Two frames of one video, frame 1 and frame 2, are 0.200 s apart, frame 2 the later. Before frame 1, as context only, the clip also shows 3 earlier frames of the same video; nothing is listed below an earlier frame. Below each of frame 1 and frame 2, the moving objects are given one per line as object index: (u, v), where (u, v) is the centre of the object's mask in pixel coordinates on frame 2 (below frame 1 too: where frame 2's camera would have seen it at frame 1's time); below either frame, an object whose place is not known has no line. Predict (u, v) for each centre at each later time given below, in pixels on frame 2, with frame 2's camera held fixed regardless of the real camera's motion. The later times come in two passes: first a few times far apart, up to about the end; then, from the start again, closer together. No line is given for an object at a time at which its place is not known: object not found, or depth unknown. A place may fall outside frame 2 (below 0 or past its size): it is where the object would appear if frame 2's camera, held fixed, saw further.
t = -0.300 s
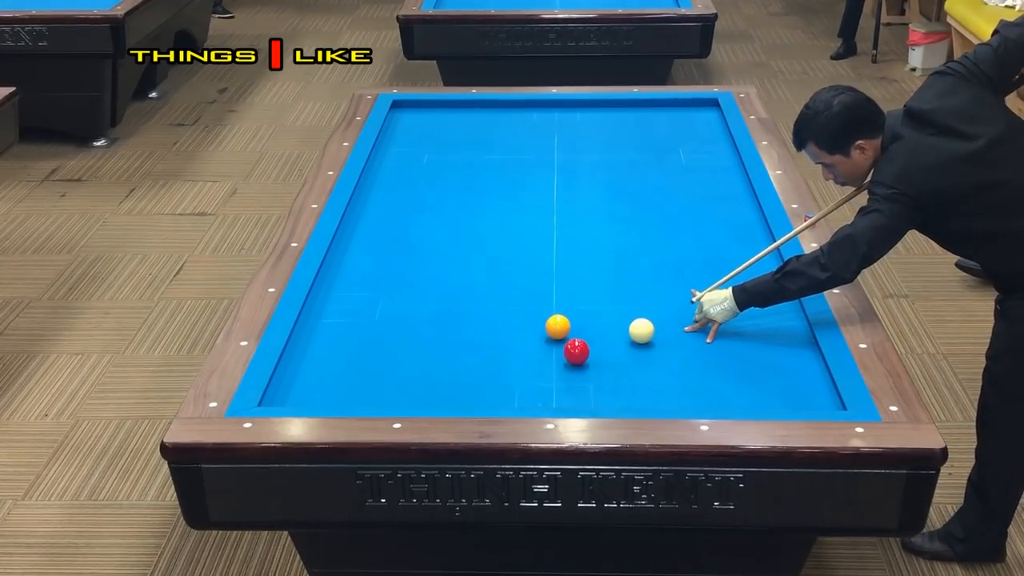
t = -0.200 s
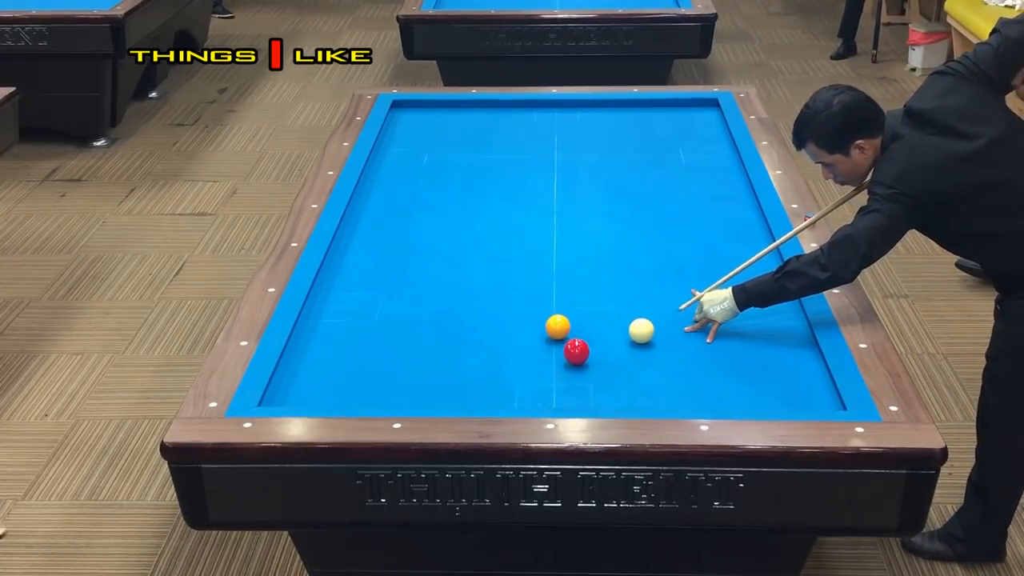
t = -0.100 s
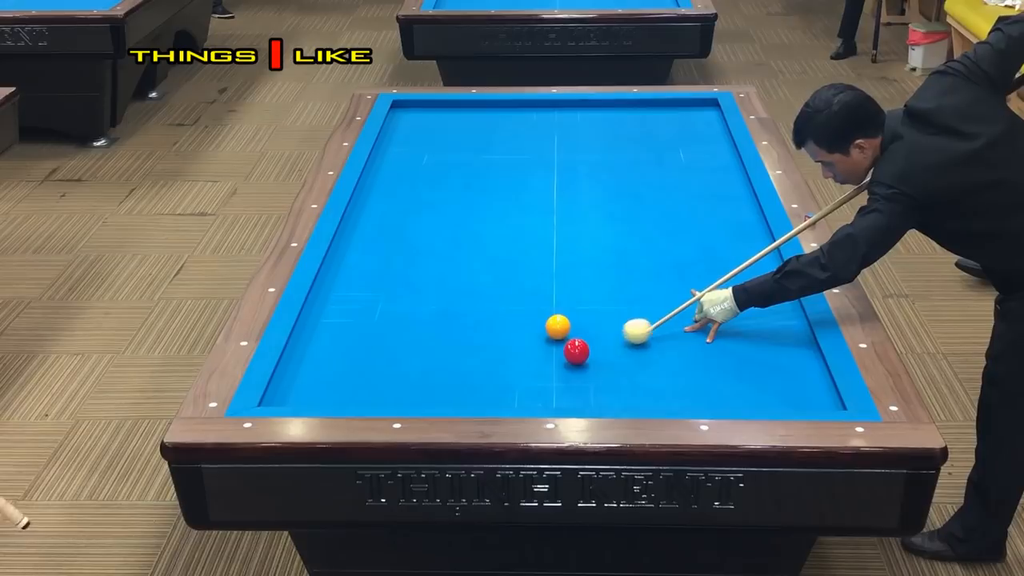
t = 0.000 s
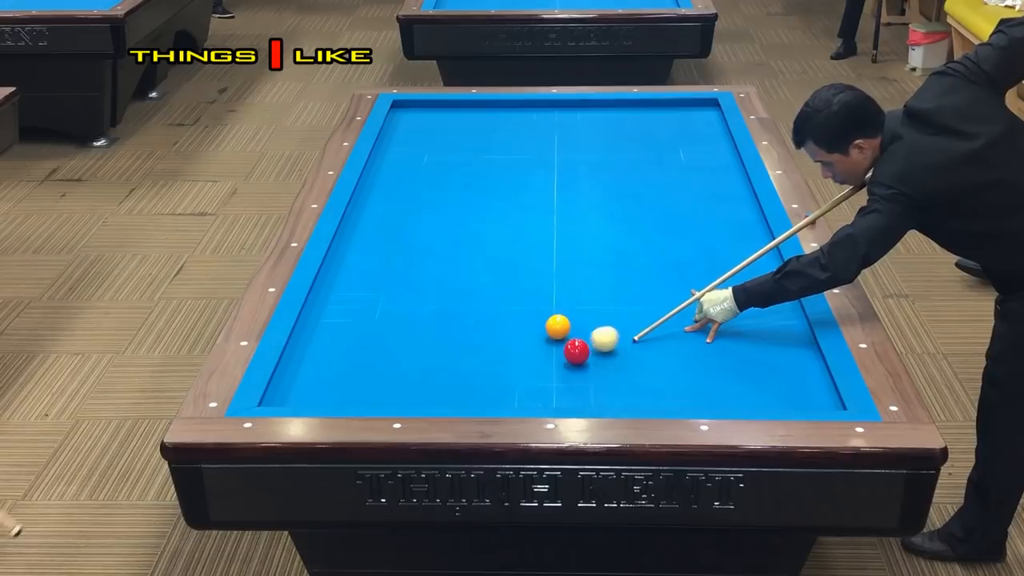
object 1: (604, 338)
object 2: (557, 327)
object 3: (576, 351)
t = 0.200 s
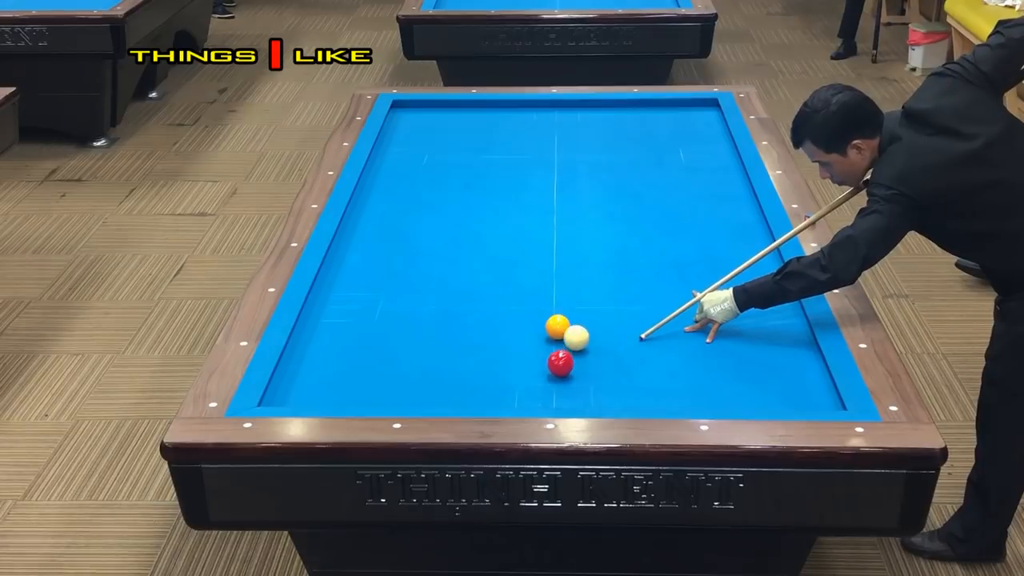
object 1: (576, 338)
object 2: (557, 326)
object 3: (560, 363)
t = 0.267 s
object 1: (571, 336)
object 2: (555, 325)
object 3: (554, 368)
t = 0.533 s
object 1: (563, 335)
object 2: (546, 320)
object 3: (526, 388)
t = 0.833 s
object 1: (555, 334)
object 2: (535, 316)
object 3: (499, 397)
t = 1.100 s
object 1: (550, 334)
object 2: (526, 312)
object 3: (484, 389)
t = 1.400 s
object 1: (546, 334)
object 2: (518, 307)
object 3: (469, 378)
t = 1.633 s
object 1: (544, 334)
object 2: (512, 305)
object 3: (458, 370)
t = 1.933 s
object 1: (543, 333)
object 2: (506, 302)
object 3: (445, 360)
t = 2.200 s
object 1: (543, 333)
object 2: (501, 300)
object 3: (435, 353)
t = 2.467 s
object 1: (543, 333)
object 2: (498, 298)
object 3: (426, 347)
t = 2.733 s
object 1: (543, 333)
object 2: (495, 297)
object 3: (418, 341)
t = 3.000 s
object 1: (543, 333)
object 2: (493, 297)
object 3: (411, 335)
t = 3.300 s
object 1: (543, 333)
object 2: (492, 296)
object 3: (403, 330)
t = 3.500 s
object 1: (543, 333)
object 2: (492, 297)
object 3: (399, 327)
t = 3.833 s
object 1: (543, 333)
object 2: (492, 297)
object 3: (394, 323)
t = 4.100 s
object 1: (543, 333)
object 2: (492, 296)
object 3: (390, 320)
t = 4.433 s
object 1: (543, 333)
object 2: (492, 297)
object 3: (386, 317)
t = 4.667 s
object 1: (543, 333)
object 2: (492, 296)
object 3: (385, 316)
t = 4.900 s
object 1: (543, 333)
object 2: (492, 297)
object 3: (383, 315)
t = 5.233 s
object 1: (543, 333)
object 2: (492, 296)
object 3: (382, 313)
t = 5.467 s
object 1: (543, 333)
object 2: (492, 297)
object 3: (382, 313)
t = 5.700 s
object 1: (543, 333)
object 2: (492, 297)
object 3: (383, 313)
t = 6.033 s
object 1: (543, 333)
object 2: (492, 296)
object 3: (383, 313)
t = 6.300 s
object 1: (542, 335)
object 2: (491, 298)
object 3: (383, 313)
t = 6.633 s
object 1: (543, 333)
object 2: (492, 297)
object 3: (383, 313)
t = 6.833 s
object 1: (543, 333)
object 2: (492, 296)
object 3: (383, 313)
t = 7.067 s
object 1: (543, 333)
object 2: (492, 296)
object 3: (383, 313)
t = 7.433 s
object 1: (543, 333)
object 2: (492, 297)
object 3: (383, 313)
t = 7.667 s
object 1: (543, 333)
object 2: (492, 297)
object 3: (383, 313)
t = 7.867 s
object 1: (543, 333)
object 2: (492, 297)
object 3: (383, 313)
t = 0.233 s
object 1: (573, 336)
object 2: (556, 325)
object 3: (557, 365)
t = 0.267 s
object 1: (571, 336)
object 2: (555, 325)
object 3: (554, 368)
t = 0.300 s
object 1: (570, 336)
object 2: (554, 324)
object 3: (550, 370)
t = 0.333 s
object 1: (569, 336)
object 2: (553, 324)
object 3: (547, 373)
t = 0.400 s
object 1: (567, 336)
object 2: (550, 323)
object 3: (540, 378)
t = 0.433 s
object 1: (566, 335)
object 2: (549, 322)
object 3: (537, 380)
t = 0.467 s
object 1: (565, 335)
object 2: (548, 321)
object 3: (533, 383)
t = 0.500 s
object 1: (564, 335)
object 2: (547, 321)
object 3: (530, 385)
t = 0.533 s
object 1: (563, 335)
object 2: (546, 320)
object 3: (526, 388)
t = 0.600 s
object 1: (561, 335)
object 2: (543, 319)
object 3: (519, 392)
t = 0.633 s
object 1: (560, 335)
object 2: (542, 319)
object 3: (516, 395)
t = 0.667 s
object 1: (559, 335)
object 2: (541, 318)
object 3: (512, 396)
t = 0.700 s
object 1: (558, 335)
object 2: (540, 318)
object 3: (509, 397)
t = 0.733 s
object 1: (558, 335)
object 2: (539, 317)
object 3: (505, 399)
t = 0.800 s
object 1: (556, 335)
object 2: (537, 316)
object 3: (501, 398)
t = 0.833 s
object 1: (555, 334)
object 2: (535, 316)
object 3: (499, 397)
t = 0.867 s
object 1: (555, 334)
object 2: (534, 315)
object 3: (497, 396)
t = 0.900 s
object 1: (554, 334)
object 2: (533, 315)
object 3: (495, 396)
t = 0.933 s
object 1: (553, 334)
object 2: (532, 314)
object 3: (493, 395)
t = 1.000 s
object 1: (552, 334)
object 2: (530, 313)
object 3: (489, 393)
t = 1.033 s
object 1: (551, 334)
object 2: (528, 312)
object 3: (488, 392)
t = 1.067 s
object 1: (551, 334)
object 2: (527, 312)
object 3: (486, 391)
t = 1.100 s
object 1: (550, 334)
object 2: (526, 312)
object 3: (484, 389)
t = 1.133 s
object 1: (549, 334)
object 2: (525, 311)
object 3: (482, 388)
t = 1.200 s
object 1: (548, 334)
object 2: (523, 310)
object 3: (479, 385)
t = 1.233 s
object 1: (548, 334)
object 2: (522, 310)
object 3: (477, 384)
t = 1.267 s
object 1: (548, 334)
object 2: (522, 309)
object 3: (475, 383)
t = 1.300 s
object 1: (547, 334)
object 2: (521, 309)
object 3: (474, 381)
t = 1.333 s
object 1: (547, 334)
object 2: (520, 308)
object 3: (472, 380)
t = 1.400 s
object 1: (546, 334)
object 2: (518, 307)
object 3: (469, 378)
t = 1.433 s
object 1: (546, 334)
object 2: (517, 307)
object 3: (467, 376)
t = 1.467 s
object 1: (545, 334)
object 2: (516, 307)
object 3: (466, 375)
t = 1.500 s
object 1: (545, 334)
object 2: (515, 306)
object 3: (464, 374)
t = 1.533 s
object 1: (545, 334)
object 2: (515, 306)
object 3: (462, 373)
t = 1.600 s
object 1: (544, 334)
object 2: (513, 305)
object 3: (460, 371)
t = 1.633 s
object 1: (544, 334)
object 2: (512, 305)
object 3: (458, 370)
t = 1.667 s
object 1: (544, 334)
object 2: (512, 304)
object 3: (457, 369)
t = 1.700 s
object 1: (544, 334)
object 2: (511, 304)
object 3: (455, 367)
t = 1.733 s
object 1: (544, 334)
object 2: (510, 304)
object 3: (454, 367)
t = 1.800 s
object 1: (543, 334)
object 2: (508, 303)
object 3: (451, 364)
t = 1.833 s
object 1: (543, 334)
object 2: (508, 303)
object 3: (449, 363)
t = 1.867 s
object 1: (543, 334)
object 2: (507, 302)
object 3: (448, 362)
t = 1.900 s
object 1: (543, 333)
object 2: (507, 302)
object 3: (447, 361)
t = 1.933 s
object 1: (543, 333)
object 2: (506, 302)
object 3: (445, 360)
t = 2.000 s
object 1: (543, 333)
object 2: (505, 301)
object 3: (443, 359)
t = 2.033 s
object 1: (543, 333)
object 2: (504, 301)
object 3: (441, 358)
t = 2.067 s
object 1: (543, 333)
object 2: (504, 301)
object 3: (440, 357)
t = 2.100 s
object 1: (543, 333)
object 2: (503, 301)
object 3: (439, 356)
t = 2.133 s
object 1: (543, 333)
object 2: (502, 300)
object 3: (438, 355)
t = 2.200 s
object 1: (543, 333)
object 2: (501, 300)
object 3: (435, 353)
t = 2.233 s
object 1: (543, 333)
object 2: (501, 300)
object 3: (434, 352)
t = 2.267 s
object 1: (543, 333)
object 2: (500, 299)
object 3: (433, 352)
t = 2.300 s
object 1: (543, 333)
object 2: (500, 299)
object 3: (432, 351)
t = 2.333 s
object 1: (543, 333)
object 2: (500, 299)
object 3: (431, 350)
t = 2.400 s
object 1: (543, 333)
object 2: (499, 299)
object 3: (428, 348)
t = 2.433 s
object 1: (543, 333)
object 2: (498, 298)
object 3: (427, 347)
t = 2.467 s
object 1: (543, 333)
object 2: (498, 298)
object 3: (426, 347)
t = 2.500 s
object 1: (543, 333)
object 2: (498, 298)
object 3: (425, 346)
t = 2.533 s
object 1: (543, 333)
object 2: (497, 298)
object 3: (424, 345)
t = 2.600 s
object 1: (543, 333)
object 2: (496, 298)
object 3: (422, 344)
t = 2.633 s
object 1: (543, 333)
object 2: (496, 298)
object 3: (421, 343)
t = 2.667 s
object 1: (543, 333)
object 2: (495, 297)
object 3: (420, 342)
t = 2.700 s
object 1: (543, 333)
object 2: (495, 297)
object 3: (419, 341)
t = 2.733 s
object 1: (543, 333)
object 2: (495, 297)
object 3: (418, 341)
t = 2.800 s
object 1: (543, 333)
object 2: (494, 297)
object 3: (416, 339)
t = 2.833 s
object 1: (543, 333)
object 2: (494, 297)
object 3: (415, 339)
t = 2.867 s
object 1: (543, 333)
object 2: (494, 297)
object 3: (414, 338)
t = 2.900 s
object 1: (543, 333)
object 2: (493, 297)
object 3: (413, 338)
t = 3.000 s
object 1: (543, 333)
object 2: (493, 297)
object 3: (411, 335)
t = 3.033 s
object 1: (543, 333)
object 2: (493, 297)
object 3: (410, 335)
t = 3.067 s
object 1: (543, 333)
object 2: (493, 296)
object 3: (409, 334)
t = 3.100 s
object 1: (543, 333)
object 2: (493, 296)
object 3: (408, 334)
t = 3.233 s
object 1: (543, 333)
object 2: (492, 296)
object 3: (405, 332)
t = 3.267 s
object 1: (543, 333)
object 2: (492, 296)
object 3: (404, 331)
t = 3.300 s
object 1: (543, 333)
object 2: (492, 296)
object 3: (403, 330)
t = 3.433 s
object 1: (543, 333)
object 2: (492, 296)
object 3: (401, 328)
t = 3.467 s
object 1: (543, 333)
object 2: (492, 296)
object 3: (400, 328)
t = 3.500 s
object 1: (543, 333)
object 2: (492, 297)
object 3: (399, 327)
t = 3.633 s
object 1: (543, 333)
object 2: (492, 296)
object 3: (397, 325)
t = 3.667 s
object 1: (543, 333)
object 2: (492, 296)
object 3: (396, 325)
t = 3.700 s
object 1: (543, 333)
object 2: (492, 296)
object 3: (396, 325)
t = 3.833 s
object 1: (543, 333)
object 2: (492, 297)
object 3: (394, 323)
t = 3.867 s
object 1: (543, 333)
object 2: (492, 296)
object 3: (393, 322)
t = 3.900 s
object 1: (543, 333)
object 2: (492, 297)
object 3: (393, 322)
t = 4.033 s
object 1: (543, 333)
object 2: (492, 296)
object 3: (391, 321)
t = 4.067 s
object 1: (543, 333)
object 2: (492, 296)
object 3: (390, 320)
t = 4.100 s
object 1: (543, 333)
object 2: (492, 296)
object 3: (390, 320)
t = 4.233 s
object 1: (543, 333)
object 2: (492, 296)
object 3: (388, 319)
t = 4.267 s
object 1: (543, 333)
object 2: (492, 297)
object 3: (388, 319)
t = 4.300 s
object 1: (543, 333)
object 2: (492, 296)
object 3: (387, 318)
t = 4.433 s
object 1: (543, 333)
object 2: (492, 297)
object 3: (386, 317)
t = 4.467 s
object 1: (543, 333)
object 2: (492, 297)
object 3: (386, 317)
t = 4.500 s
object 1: (543, 333)
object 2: (492, 297)
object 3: (386, 317)
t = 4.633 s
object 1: (543, 333)
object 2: (492, 297)
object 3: (385, 316)
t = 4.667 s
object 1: (543, 333)
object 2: (492, 296)
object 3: (385, 316)
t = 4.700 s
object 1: (543, 333)
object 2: (492, 297)
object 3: (384, 315)
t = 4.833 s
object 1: (543, 333)
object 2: (492, 297)
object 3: (384, 315)
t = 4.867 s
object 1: (543, 333)
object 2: (492, 297)
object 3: (383, 315)
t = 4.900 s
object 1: (543, 333)
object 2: (492, 297)
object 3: (383, 315)
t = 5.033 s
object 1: (543, 333)
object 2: (492, 296)
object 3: (383, 314)
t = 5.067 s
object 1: (543, 333)
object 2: (492, 296)
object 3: (383, 314)
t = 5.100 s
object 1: (543, 333)
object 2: (492, 296)
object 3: (382, 314)
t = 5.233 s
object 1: (543, 333)
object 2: (492, 296)
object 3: (382, 313)
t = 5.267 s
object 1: (543, 333)
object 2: (492, 297)
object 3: (382, 313)
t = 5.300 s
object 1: (543, 333)
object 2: (492, 296)
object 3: (382, 313)
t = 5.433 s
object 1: (543, 333)
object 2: (492, 297)
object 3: (382, 313)
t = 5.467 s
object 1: (543, 333)
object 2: (492, 297)
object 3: (382, 313)
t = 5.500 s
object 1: (543, 333)
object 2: (492, 297)
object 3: (382, 313)
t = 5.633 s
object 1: (543, 333)
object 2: (492, 296)
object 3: (382, 313)
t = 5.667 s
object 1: (543, 333)
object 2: (492, 297)
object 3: (383, 313)
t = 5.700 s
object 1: (543, 333)
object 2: (492, 297)
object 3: (383, 313)
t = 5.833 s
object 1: (543, 333)
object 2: (492, 297)
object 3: (383, 313)
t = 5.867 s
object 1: (543, 333)
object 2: (492, 297)
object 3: (383, 313)
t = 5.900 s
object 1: (543, 333)
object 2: (492, 297)
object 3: (383, 313)
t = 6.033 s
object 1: (543, 333)
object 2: (492, 296)
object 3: (383, 313)
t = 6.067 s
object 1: (543, 333)
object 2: (492, 296)
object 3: (383, 313)
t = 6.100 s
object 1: (543, 333)
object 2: (492, 297)
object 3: (383, 313)
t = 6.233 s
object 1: (543, 333)
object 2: (492, 297)
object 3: (383, 313)
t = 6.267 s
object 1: (542, 334)
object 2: (492, 296)
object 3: (383, 313)
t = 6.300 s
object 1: (542, 335)
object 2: (491, 298)
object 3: (383, 313)
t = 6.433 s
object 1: (543, 334)
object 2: (490, 300)
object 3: (383, 313)
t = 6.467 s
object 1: (543, 333)
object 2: (491, 298)
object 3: (383, 313)
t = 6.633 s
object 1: (543, 333)
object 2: (492, 297)
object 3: (383, 313)
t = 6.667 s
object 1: (543, 333)
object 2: (492, 297)
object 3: (383, 313)
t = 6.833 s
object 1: (543, 333)
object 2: (492, 296)
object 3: (383, 313)
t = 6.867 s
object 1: (543, 333)
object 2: (492, 297)
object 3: (383, 313)
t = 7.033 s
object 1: (543, 333)
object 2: (492, 297)
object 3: (383, 313)
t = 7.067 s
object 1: (543, 333)
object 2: (492, 296)
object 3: (383, 313)
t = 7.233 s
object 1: (543, 333)
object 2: (492, 297)
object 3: (383, 313)
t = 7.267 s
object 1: (543, 333)
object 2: (492, 297)
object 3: (383, 313)
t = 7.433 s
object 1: (543, 333)
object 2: (492, 297)
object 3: (383, 313)
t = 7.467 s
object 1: (543, 333)
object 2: (492, 297)
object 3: (383, 313)
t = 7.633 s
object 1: (543, 333)
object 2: (492, 297)
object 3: (383, 313)
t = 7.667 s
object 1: (543, 333)
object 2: (492, 297)
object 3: (383, 313)
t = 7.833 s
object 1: (543, 333)
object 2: (492, 297)
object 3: (383, 313)
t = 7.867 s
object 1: (543, 333)
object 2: (492, 297)
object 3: (383, 313)
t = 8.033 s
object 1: (543, 333)
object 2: (492, 297)
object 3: (383, 313)
